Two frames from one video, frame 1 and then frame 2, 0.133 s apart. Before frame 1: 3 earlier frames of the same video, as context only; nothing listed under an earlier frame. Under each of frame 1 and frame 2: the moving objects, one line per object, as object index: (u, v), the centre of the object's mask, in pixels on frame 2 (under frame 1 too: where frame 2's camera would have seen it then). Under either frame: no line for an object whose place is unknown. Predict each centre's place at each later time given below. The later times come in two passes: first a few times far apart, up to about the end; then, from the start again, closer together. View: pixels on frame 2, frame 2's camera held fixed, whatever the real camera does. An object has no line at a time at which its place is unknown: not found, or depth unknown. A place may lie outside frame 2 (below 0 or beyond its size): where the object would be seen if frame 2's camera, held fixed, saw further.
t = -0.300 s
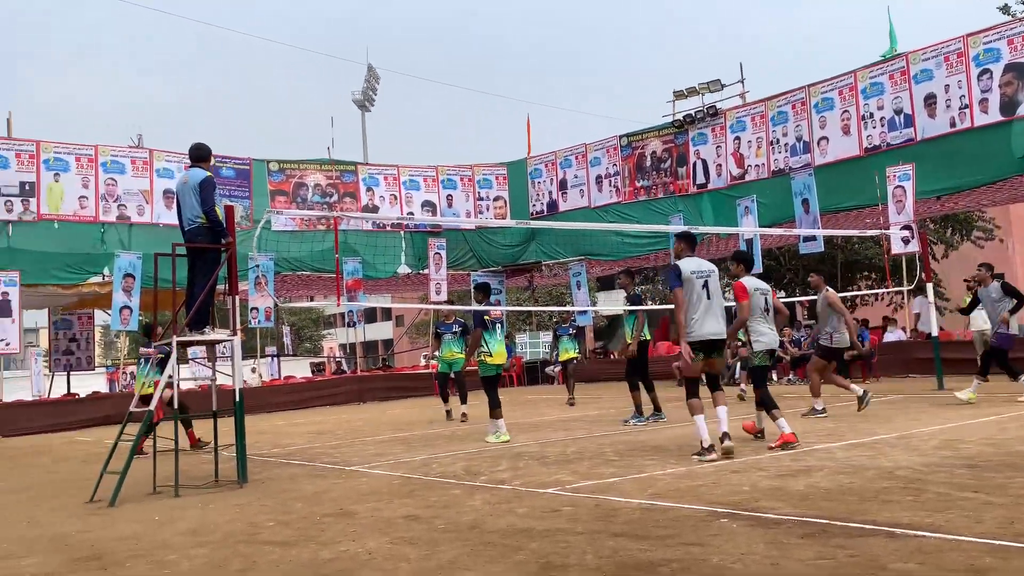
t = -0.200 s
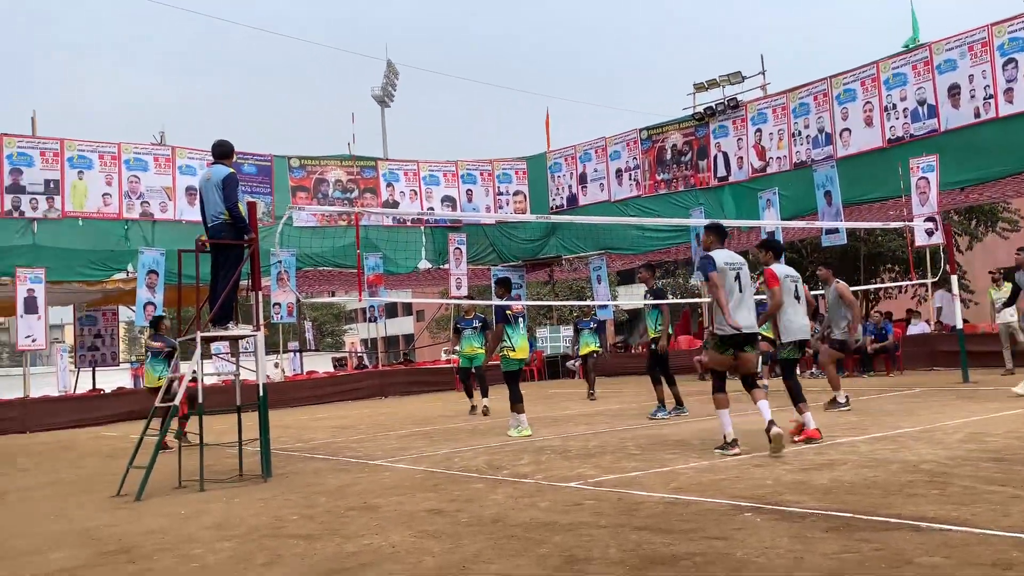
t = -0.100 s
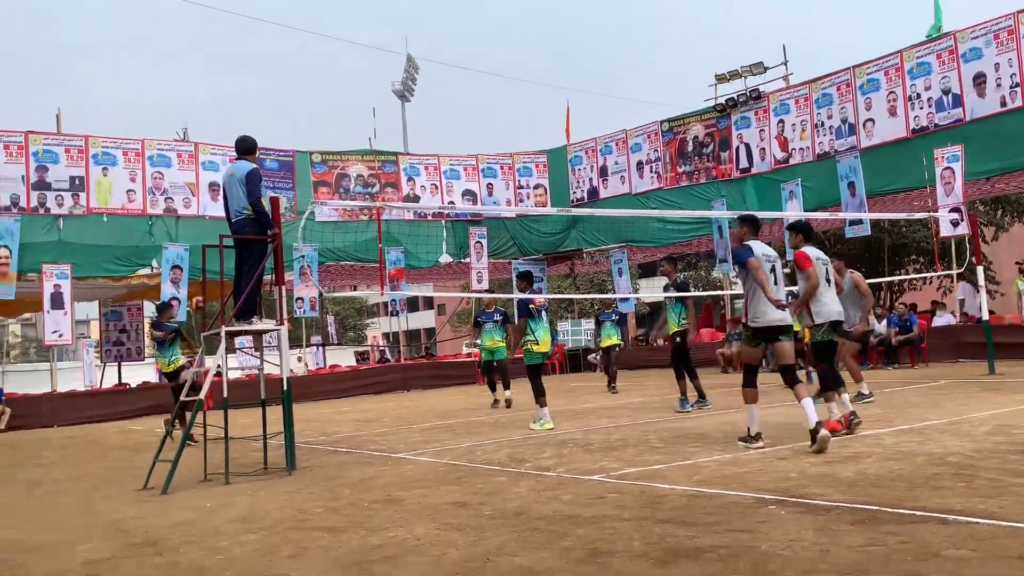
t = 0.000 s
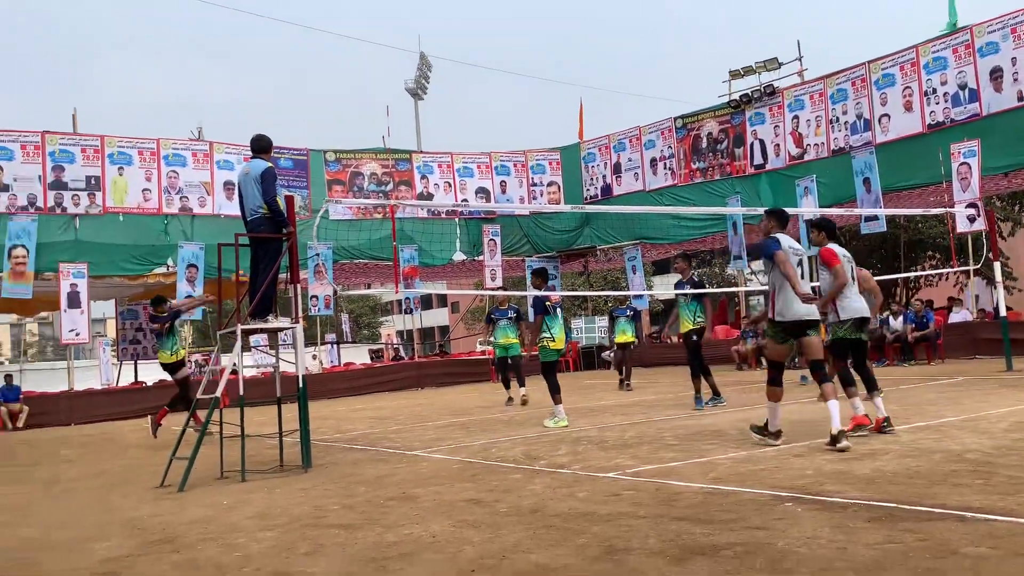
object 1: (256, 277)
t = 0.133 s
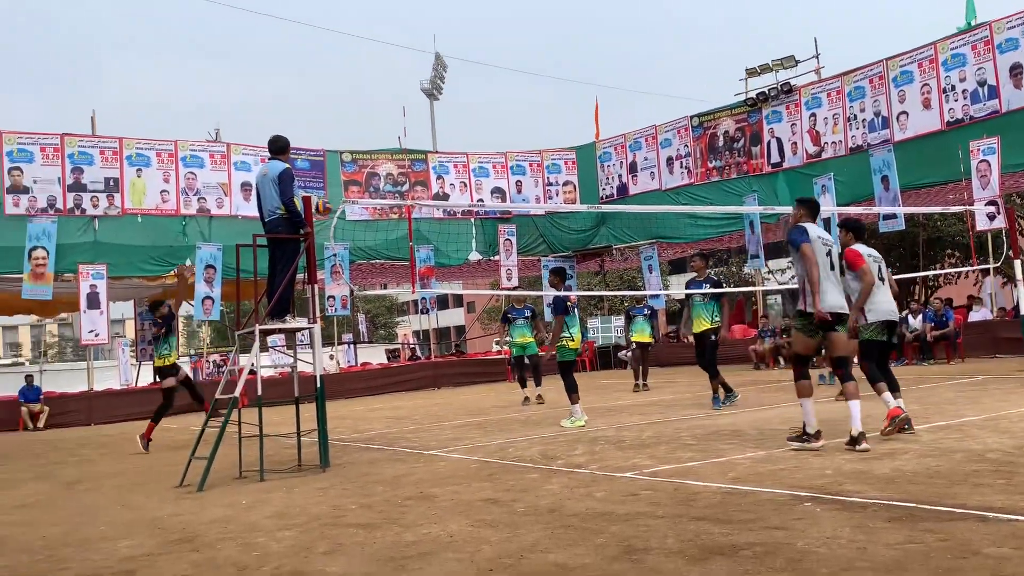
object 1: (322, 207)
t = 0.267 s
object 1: (390, 149)
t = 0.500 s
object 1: (513, 81)
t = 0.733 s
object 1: (642, 58)
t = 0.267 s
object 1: (390, 149)
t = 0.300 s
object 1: (407, 137)
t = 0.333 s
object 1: (425, 126)
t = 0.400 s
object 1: (460, 105)
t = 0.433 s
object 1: (478, 96)
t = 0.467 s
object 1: (496, 88)
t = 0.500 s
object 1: (513, 81)
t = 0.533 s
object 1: (532, 75)
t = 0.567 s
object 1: (549, 70)
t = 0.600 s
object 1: (567, 65)
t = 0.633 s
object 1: (586, 62)
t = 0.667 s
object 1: (604, 59)
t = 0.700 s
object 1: (623, 58)
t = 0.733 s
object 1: (642, 58)
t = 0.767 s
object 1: (661, 58)
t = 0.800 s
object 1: (680, 59)
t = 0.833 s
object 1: (699, 62)
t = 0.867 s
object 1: (719, 65)
